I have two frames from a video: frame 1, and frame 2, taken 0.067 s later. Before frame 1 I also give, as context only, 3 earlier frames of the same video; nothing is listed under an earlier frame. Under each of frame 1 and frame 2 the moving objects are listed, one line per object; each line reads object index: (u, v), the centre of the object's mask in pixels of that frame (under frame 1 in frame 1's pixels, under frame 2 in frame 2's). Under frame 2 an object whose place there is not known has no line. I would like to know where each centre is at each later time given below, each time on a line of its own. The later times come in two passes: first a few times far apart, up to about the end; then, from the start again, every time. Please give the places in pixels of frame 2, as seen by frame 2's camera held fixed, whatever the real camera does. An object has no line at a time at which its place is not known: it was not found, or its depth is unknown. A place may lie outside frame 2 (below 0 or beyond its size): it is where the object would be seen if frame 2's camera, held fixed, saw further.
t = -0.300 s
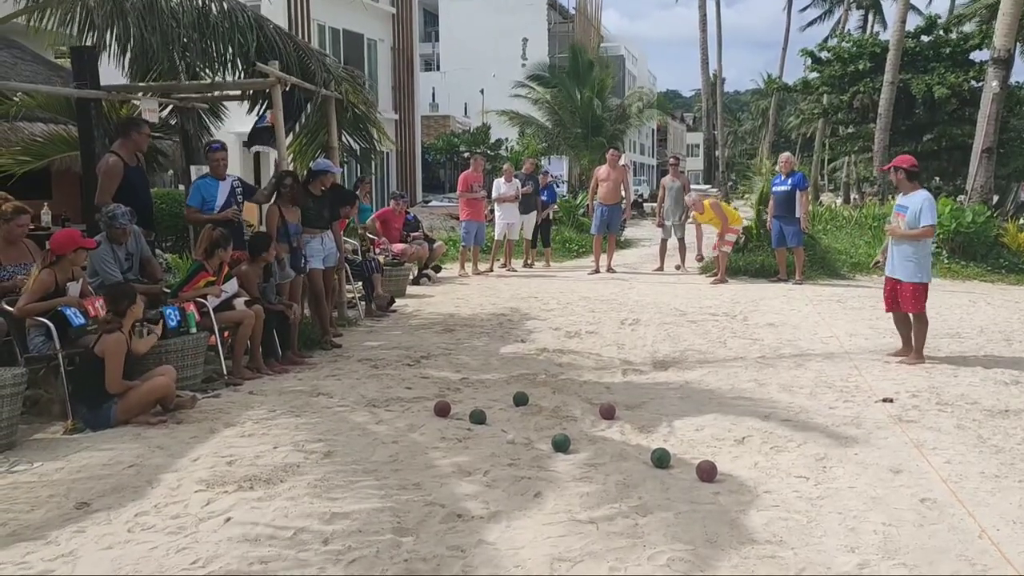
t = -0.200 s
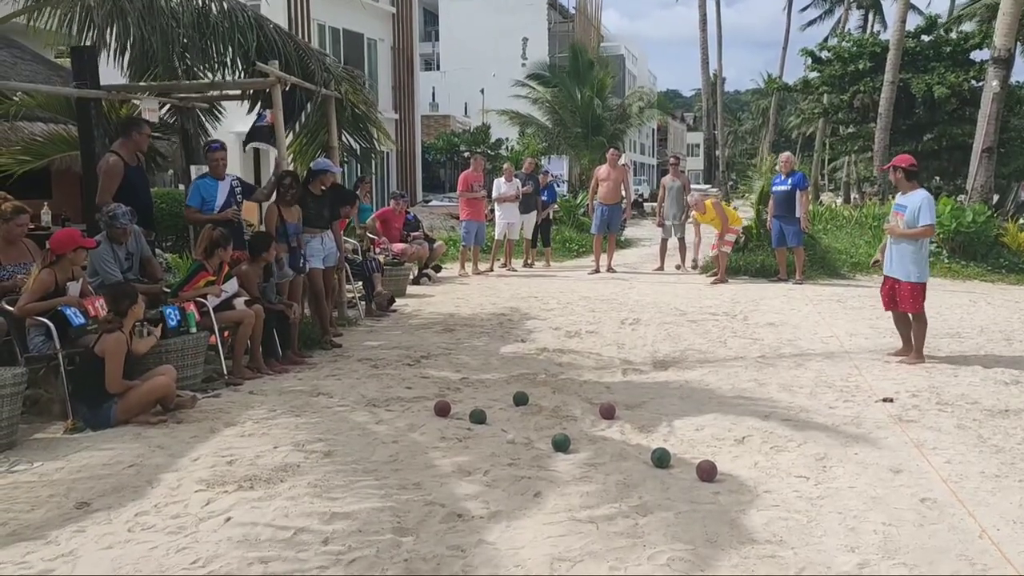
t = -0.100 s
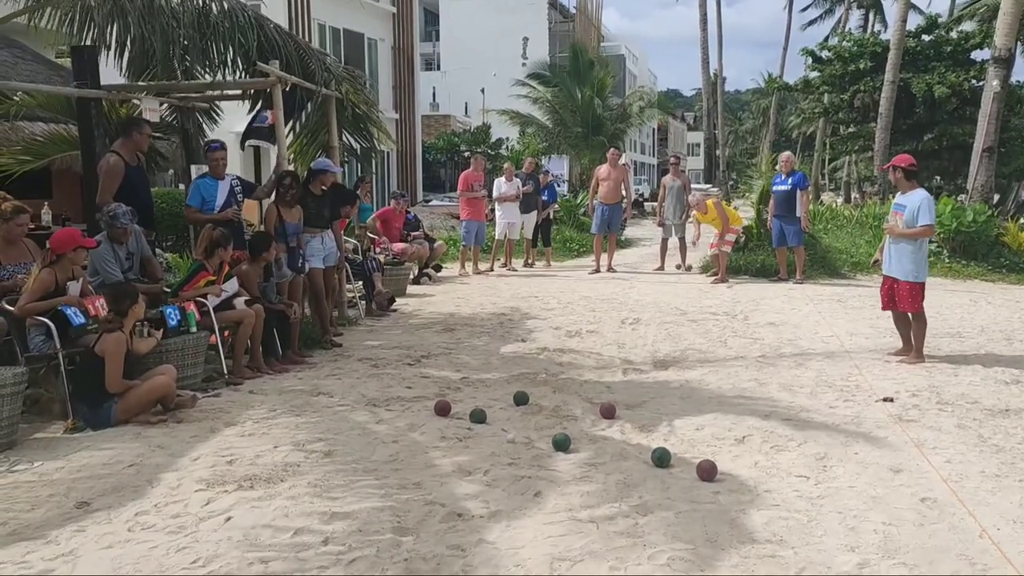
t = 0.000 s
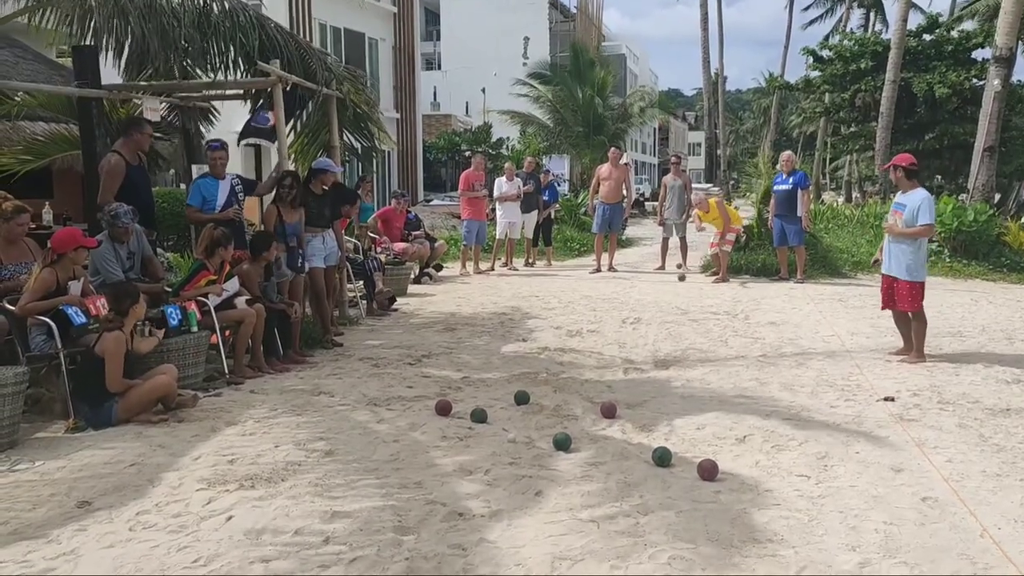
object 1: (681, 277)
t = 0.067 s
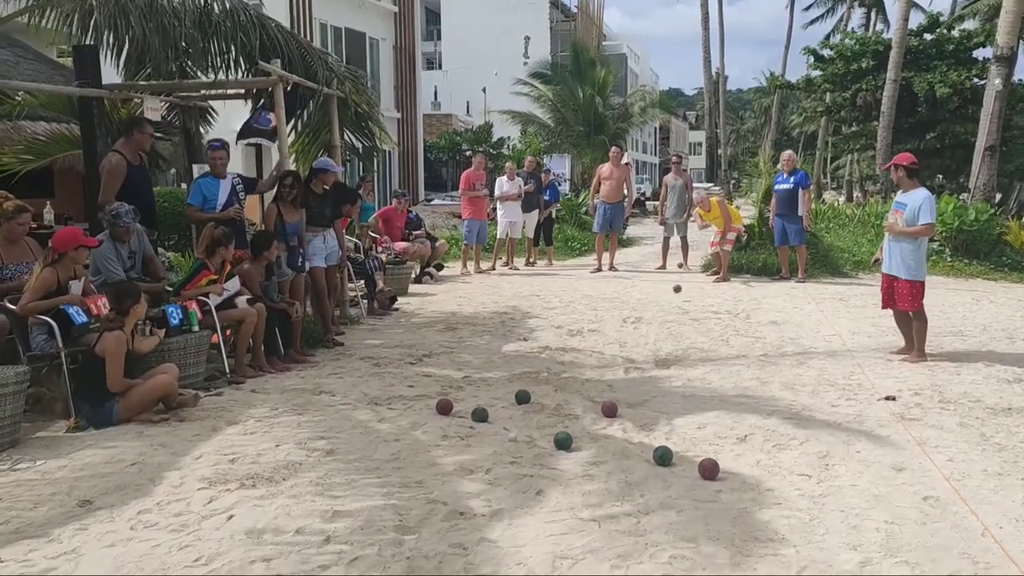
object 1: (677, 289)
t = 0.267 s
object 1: (659, 307)
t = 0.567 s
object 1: (636, 326)
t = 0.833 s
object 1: (611, 351)
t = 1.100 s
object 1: (588, 374)
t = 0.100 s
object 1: (674, 296)
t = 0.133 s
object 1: (671, 299)
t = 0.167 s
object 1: (668, 300)
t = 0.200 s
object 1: (665, 302)
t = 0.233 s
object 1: (662, 304)
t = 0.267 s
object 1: (659, 307)
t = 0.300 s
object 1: (657, 308)
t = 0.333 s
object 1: (654, 309)
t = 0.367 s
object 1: (652, 311)
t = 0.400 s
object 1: (649, 314)
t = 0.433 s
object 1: (646, 318)
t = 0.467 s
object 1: (644, 320)
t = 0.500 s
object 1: (641, 320)
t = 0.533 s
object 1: (638, 322)
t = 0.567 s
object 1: (636, 326)
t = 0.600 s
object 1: (633, 331)
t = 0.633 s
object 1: (630, 336)
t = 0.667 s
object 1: (627, 337)
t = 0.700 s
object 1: (624, 339)
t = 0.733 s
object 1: (621, 342)
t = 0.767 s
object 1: (617, 347)
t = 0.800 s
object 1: (614, 351)
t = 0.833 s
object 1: (611, 351)
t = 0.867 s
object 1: (608, 352)
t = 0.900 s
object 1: (605, 355)
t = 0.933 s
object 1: (602, 359)
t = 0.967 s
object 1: (599, 365)
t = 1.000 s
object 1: (596, 369)
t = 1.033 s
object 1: (593, 373)
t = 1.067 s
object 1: (590, 374)
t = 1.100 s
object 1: (588, 374)
